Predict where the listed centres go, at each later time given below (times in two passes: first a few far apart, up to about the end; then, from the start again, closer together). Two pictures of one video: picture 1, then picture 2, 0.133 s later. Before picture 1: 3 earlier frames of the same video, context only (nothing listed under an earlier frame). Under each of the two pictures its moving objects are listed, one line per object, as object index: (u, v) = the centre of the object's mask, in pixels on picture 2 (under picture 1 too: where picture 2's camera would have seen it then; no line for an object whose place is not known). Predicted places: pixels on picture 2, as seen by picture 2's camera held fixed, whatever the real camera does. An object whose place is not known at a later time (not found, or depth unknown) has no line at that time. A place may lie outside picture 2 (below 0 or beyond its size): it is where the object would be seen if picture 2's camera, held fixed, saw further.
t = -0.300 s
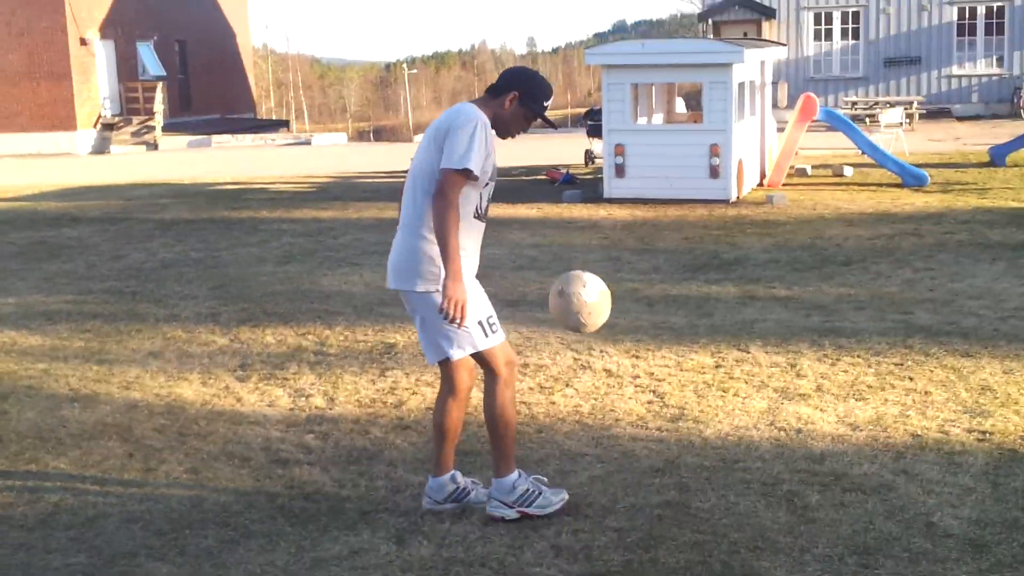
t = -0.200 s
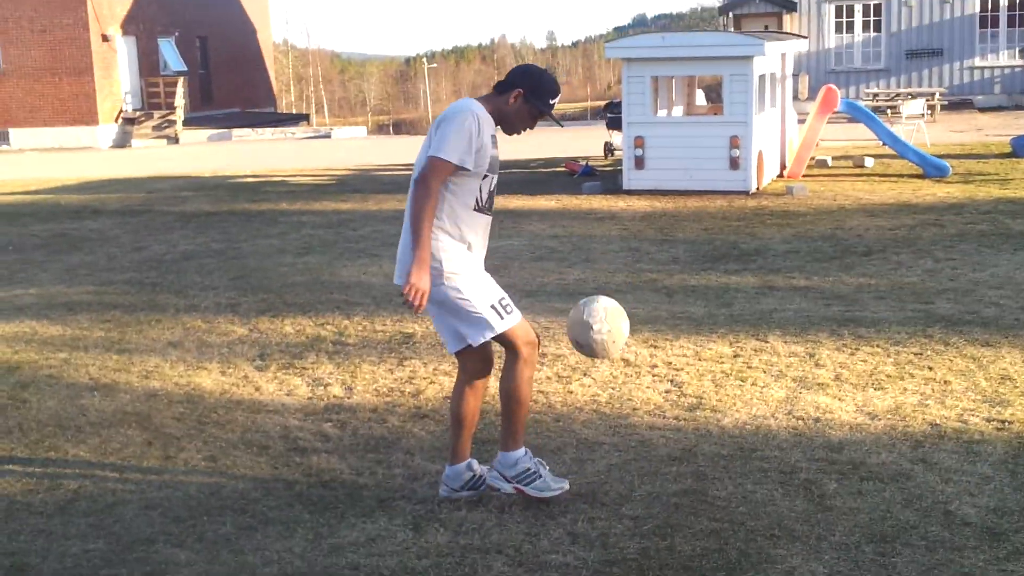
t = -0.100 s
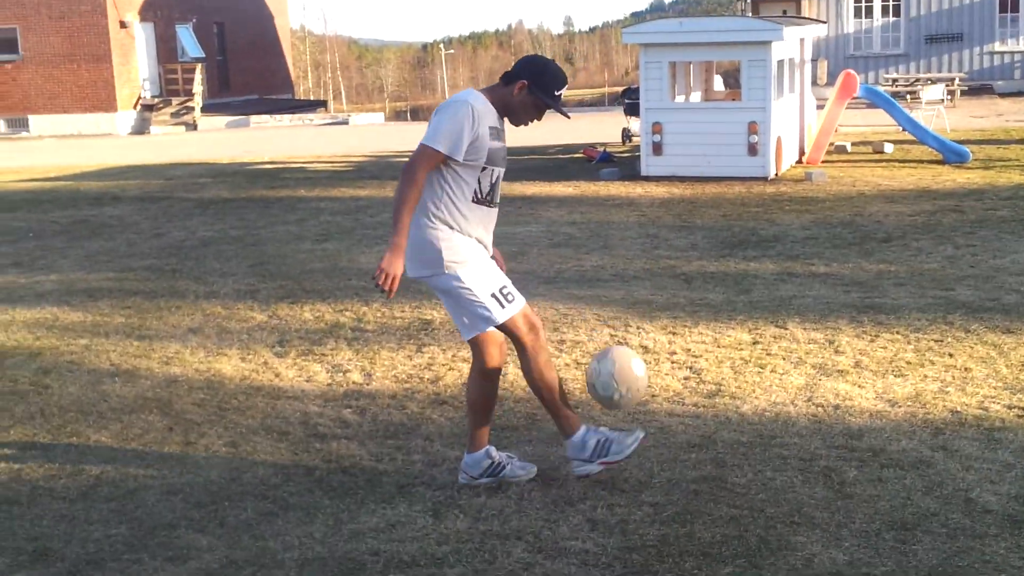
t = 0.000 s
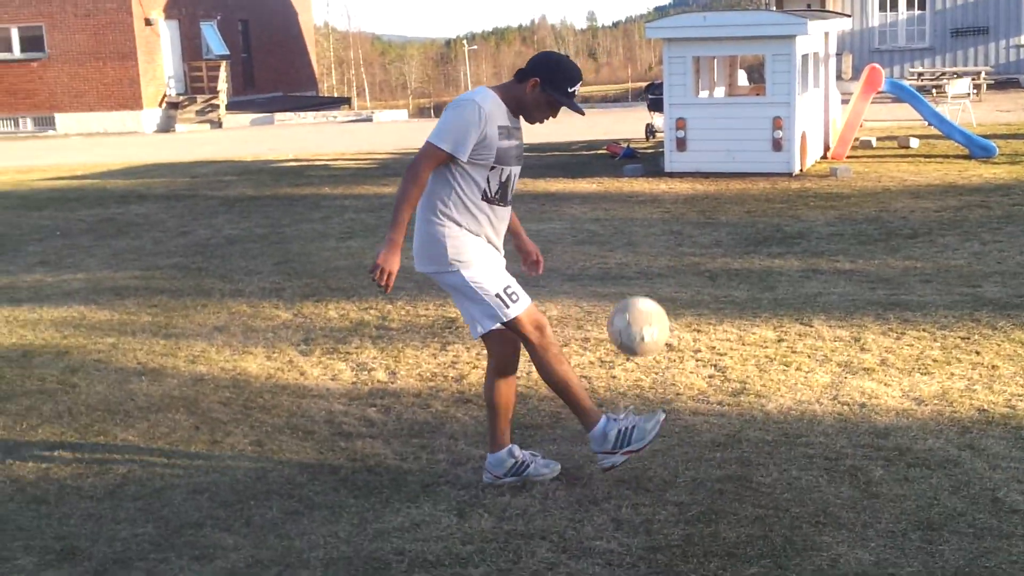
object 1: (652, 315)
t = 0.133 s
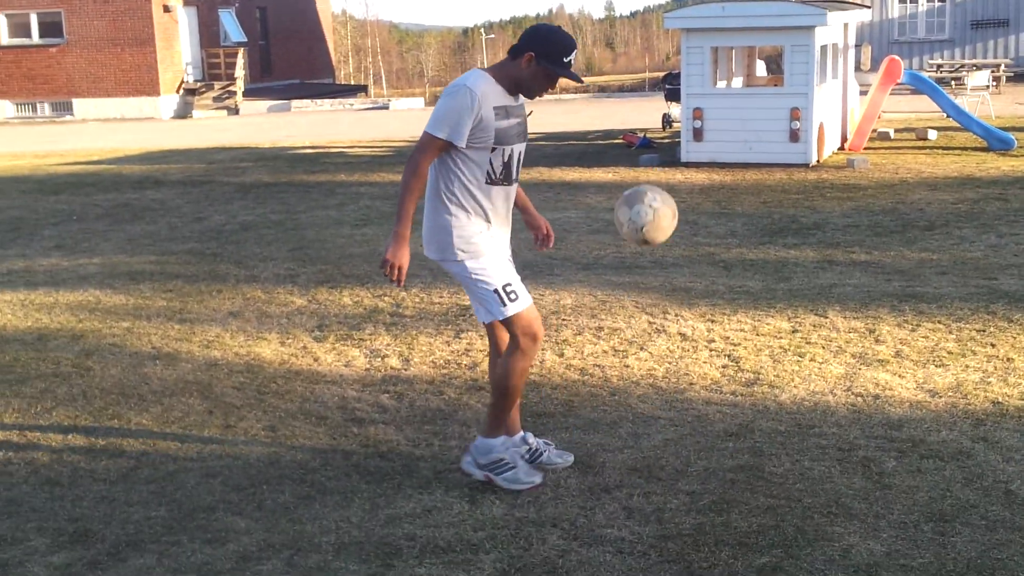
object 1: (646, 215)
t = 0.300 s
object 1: (640, 154)
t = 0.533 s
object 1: (634, 192)
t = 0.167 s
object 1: (645, 198)
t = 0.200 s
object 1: (642, 182)
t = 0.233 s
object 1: (642, 168)
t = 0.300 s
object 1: (640, 154)
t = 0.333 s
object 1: (639, 151)
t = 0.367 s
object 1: (638, 148)
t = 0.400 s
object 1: (637, 150)
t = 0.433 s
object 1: (636, 156)
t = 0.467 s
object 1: (636, 165)
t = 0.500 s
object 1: (636, 177)
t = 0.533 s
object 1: (634, 192)
